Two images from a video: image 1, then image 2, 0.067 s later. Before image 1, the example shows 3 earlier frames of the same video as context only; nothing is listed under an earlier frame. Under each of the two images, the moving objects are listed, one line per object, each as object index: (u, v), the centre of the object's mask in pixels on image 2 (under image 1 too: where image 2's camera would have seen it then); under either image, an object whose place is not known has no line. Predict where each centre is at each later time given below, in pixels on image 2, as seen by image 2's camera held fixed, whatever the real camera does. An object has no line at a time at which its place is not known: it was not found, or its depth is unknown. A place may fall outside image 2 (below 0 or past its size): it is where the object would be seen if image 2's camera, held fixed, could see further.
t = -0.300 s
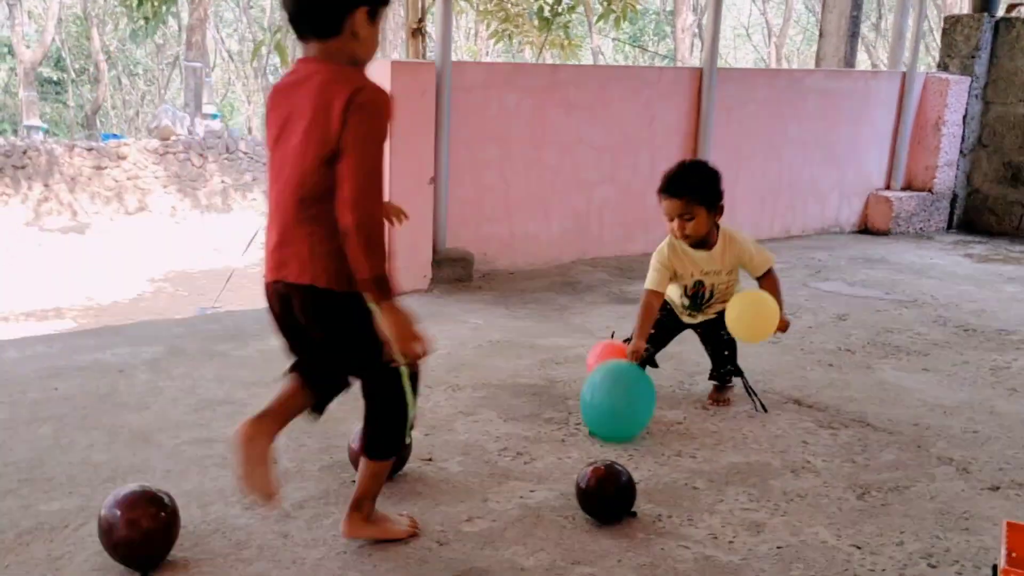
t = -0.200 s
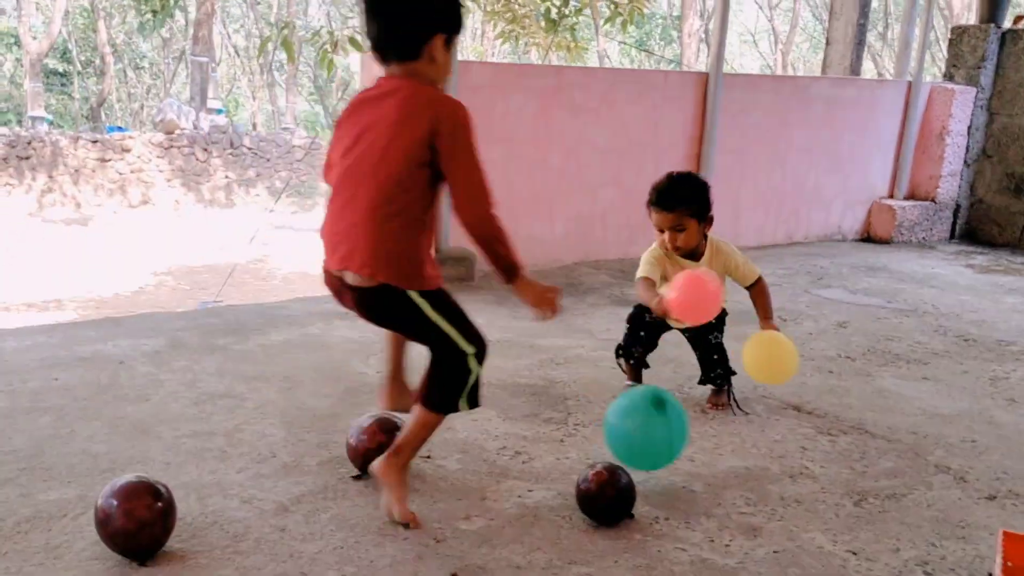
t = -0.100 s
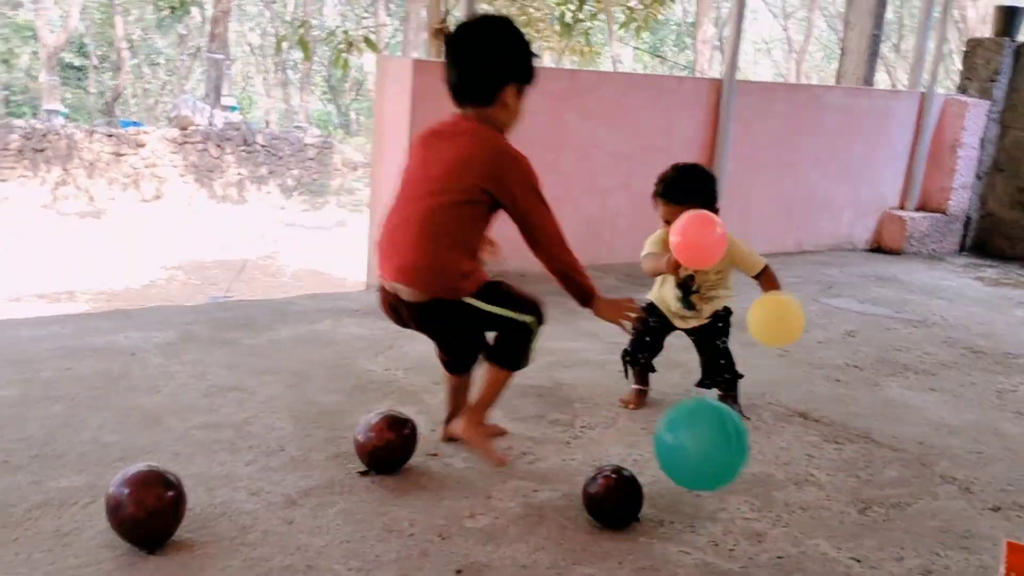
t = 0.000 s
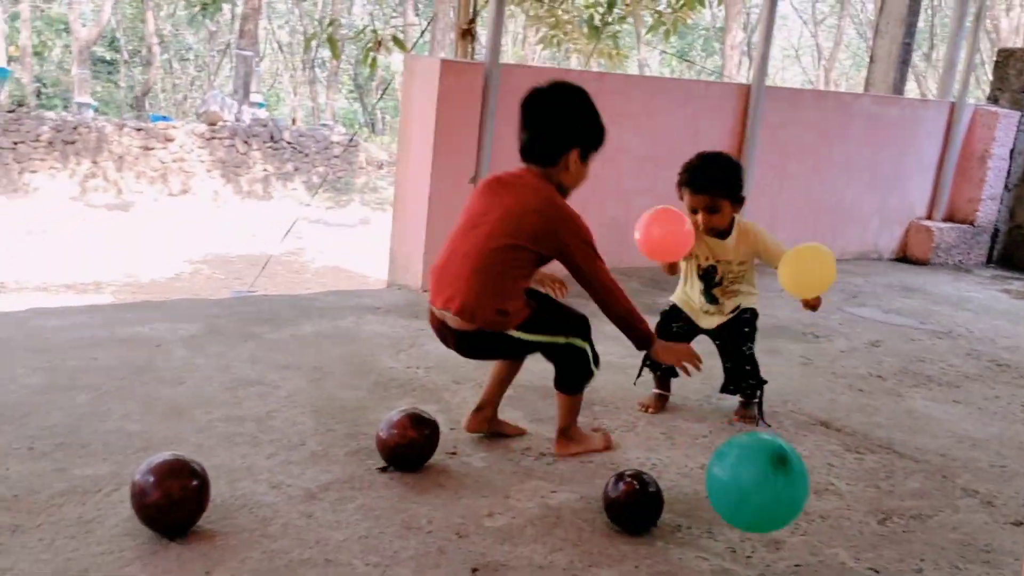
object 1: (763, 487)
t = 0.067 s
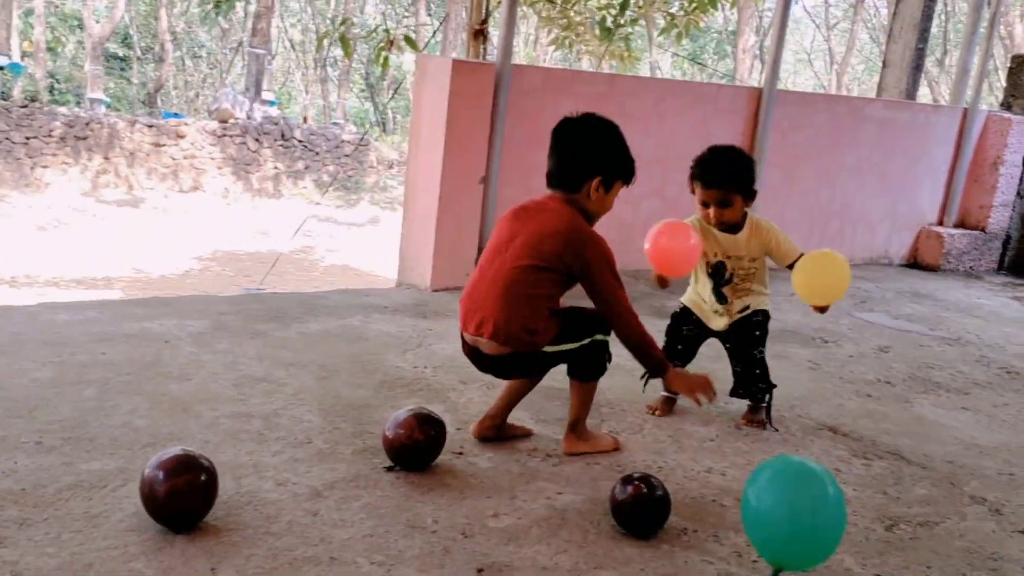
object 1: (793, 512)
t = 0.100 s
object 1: (806, 528)
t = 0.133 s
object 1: (813, 540)
